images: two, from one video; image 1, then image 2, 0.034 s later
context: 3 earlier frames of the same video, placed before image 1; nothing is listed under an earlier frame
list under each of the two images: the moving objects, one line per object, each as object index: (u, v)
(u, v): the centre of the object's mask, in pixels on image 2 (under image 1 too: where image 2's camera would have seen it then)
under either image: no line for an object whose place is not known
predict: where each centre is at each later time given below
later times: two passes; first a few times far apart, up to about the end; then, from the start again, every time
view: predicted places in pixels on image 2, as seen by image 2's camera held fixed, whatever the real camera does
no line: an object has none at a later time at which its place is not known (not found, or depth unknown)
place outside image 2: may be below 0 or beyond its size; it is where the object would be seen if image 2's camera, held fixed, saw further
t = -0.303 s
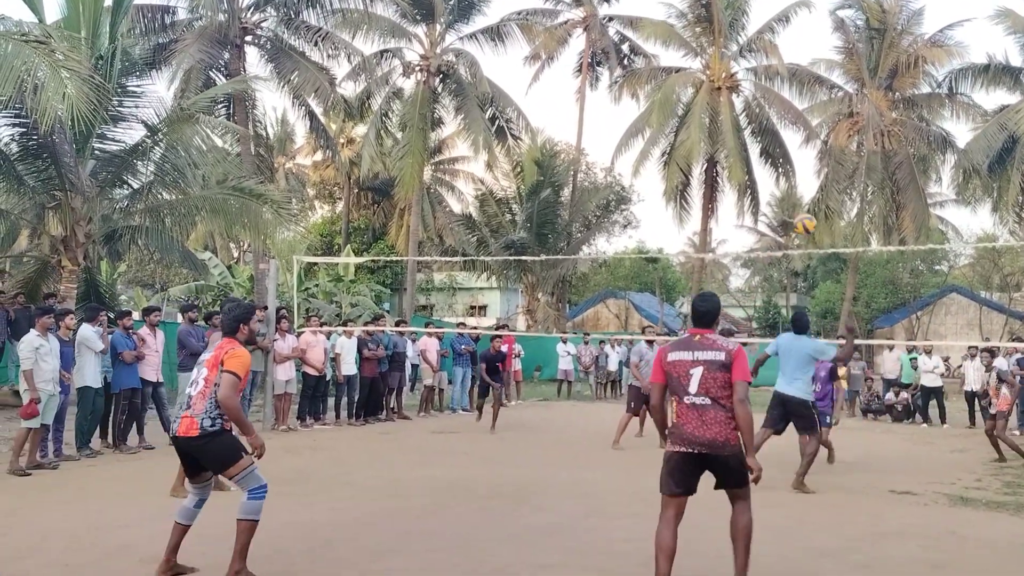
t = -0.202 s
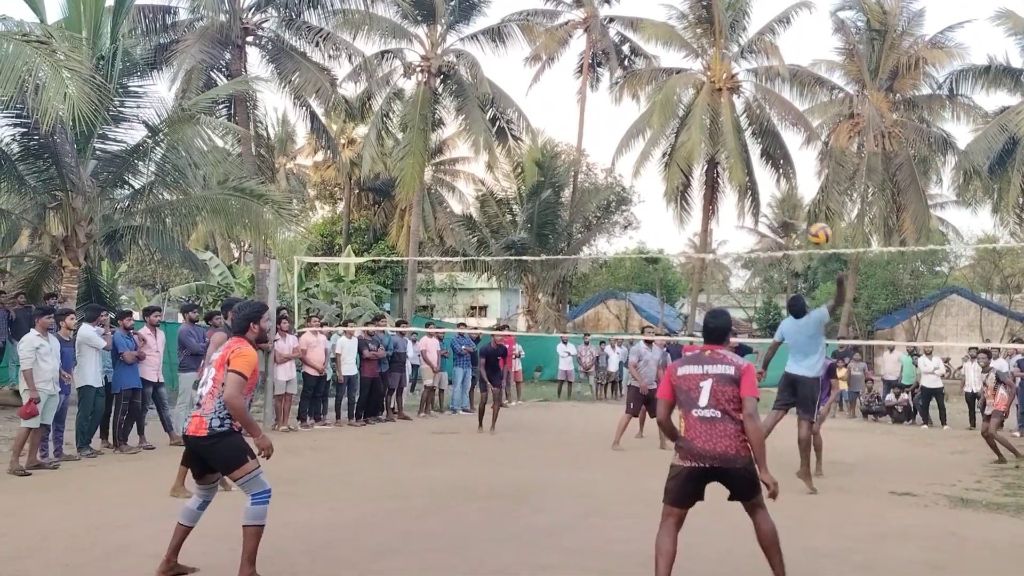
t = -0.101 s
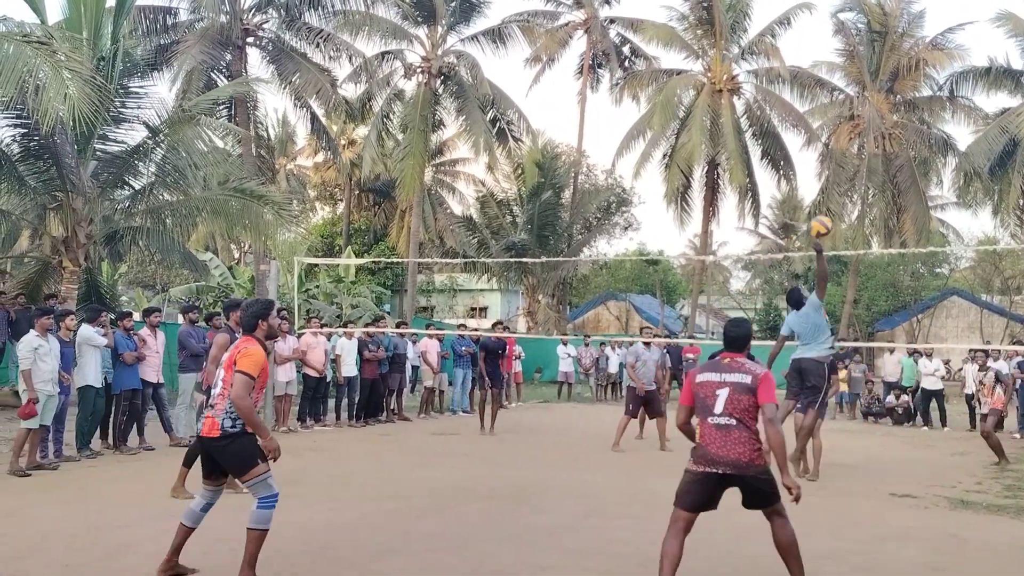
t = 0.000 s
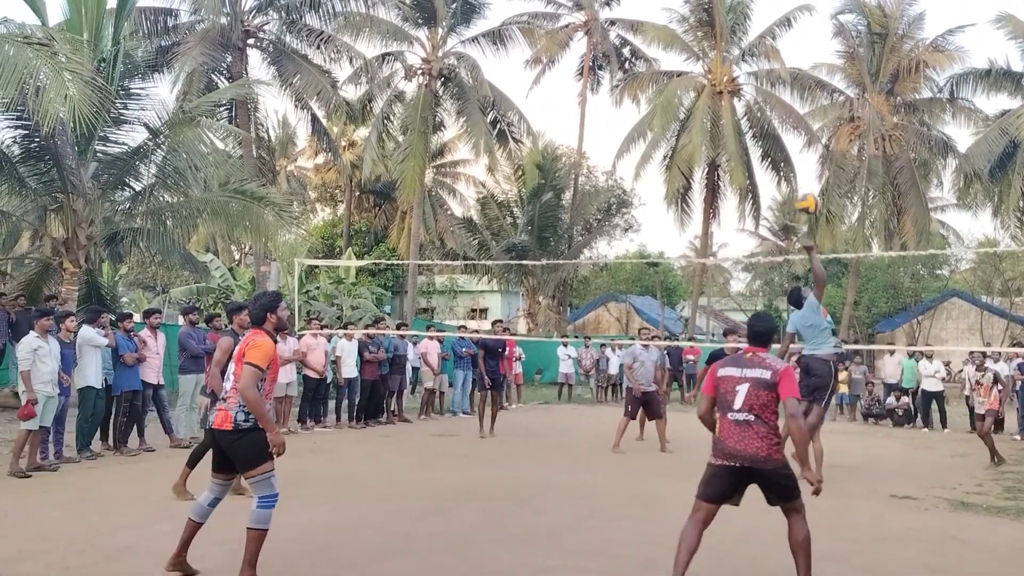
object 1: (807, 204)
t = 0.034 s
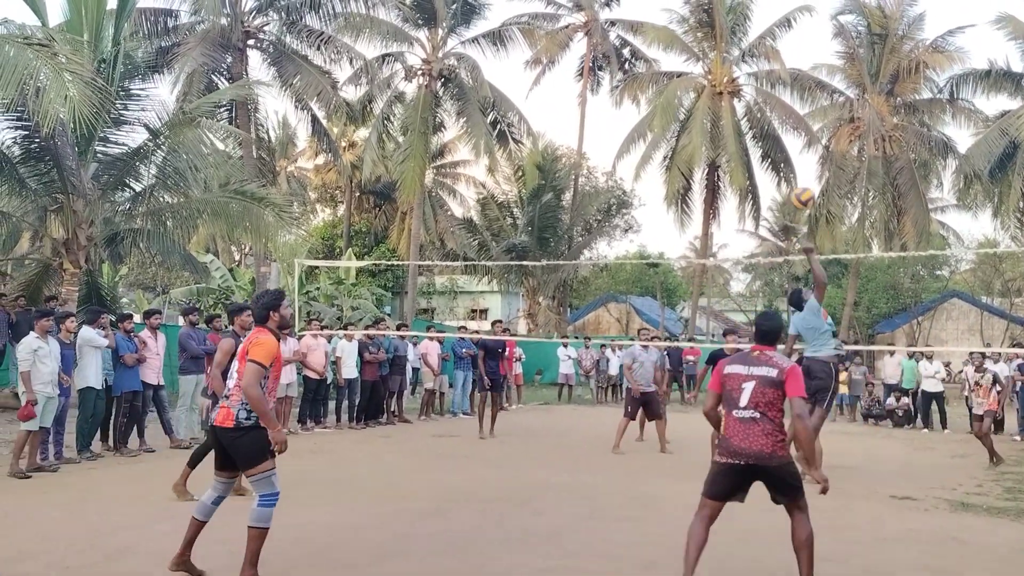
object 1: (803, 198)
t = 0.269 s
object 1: (770, 185)
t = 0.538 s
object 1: (721, 265)
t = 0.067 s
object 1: (799, 193)
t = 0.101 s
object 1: (794, 188)
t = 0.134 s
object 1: (789, 185)
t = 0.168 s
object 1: (784, 183)
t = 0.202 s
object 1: (780, 183)
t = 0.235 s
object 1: (775, 183)
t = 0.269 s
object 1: (770, 185)
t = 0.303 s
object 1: (764, 189)
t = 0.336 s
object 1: (758, 193)
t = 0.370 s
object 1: (754, 199)
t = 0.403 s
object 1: (749, 206)
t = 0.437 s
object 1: (744, 214)
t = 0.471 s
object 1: (738, 224)
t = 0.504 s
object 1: (732, 237)
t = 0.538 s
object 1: (721, 265)
